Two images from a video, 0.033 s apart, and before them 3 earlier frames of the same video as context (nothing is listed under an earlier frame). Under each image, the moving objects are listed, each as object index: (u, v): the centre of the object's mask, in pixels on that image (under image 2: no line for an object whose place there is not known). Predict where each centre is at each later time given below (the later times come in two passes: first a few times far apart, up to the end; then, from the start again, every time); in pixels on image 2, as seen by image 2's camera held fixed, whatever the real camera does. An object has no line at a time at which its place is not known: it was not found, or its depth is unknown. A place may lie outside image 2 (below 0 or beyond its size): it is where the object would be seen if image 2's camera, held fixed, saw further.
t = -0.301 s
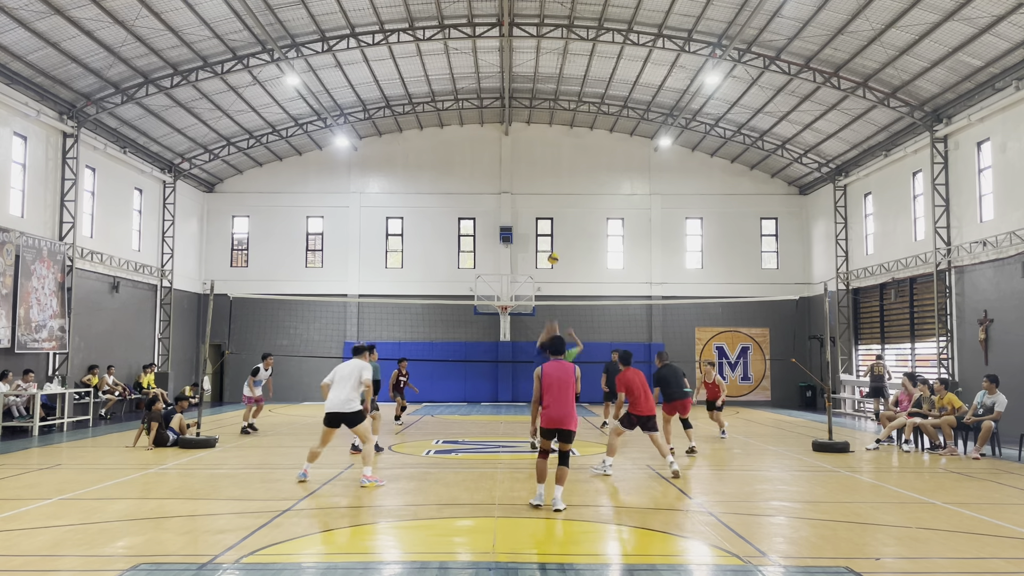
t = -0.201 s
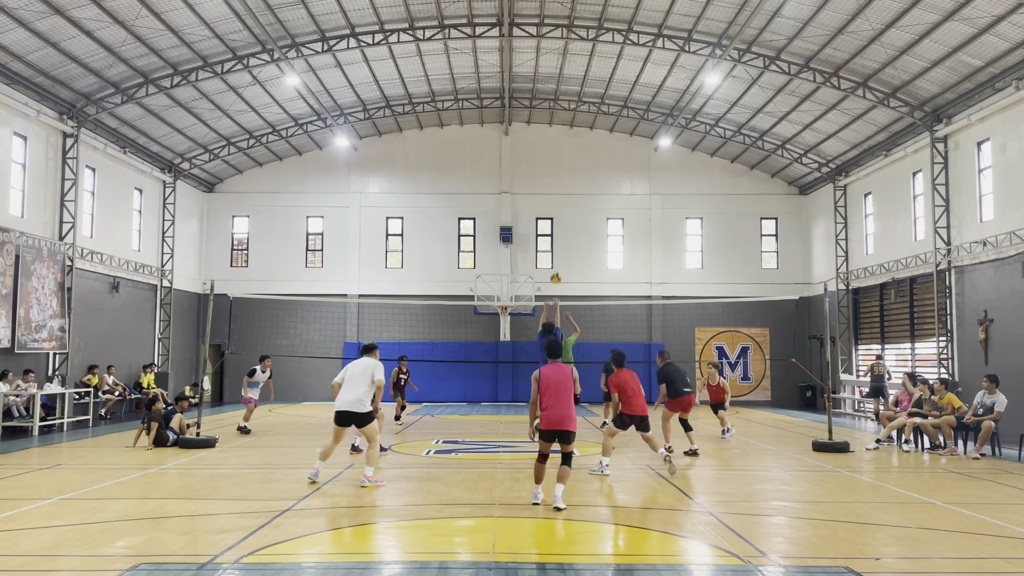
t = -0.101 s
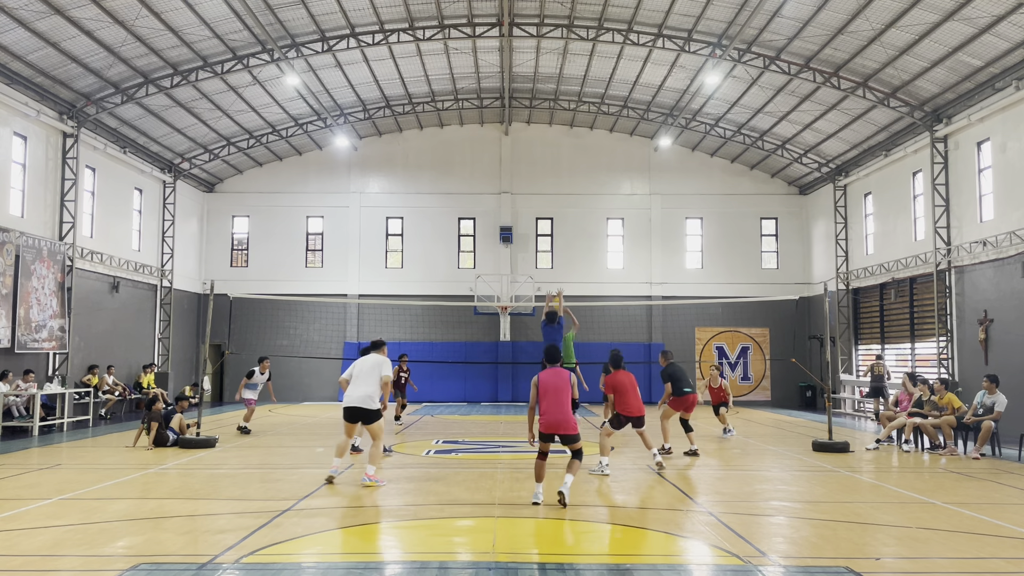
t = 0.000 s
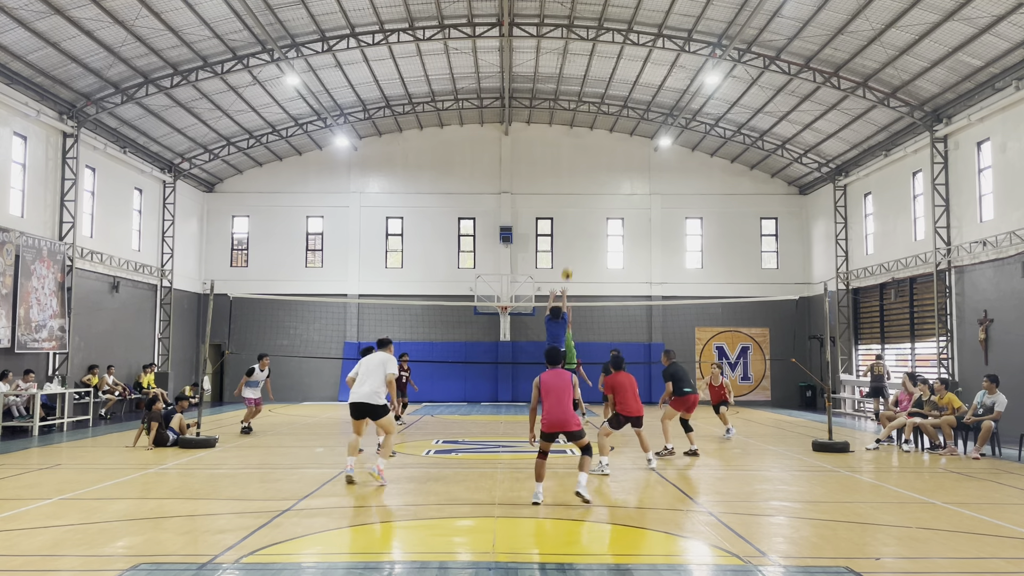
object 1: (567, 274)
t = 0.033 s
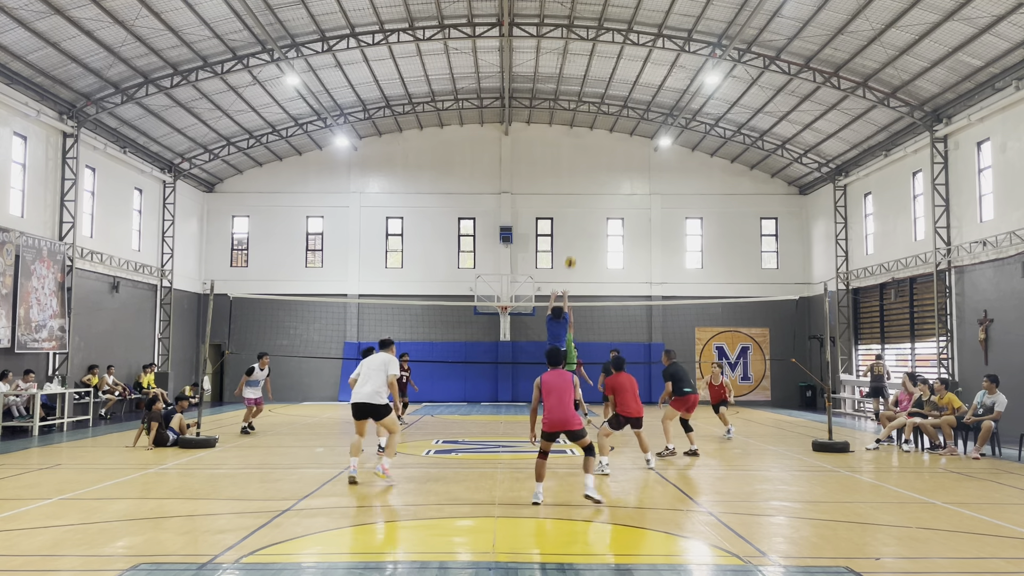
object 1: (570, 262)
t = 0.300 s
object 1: (596, 192)
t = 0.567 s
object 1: (620, 164)
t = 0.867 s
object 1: (647, 180)
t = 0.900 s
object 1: (650, 185)
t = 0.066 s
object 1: (574, 251)
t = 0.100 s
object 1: (577, 240)
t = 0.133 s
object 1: (580, 231)
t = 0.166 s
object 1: (583, 222)
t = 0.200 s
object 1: (587, 213)
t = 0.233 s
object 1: (590, 205)
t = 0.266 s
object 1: (593, 199)
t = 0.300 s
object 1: (596, 192)
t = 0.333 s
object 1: (600, 186)
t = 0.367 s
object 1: (603, 181)
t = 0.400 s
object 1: (606, 177)
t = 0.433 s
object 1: (609, 173)
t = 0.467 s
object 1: (612, 170)
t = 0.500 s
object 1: (615, 168)
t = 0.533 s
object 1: (618, 165)
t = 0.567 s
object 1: (620, 164)
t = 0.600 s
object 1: (624, 164)
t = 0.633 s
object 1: (627, 164)
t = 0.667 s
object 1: (630, 165)
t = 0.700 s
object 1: (633, 166)
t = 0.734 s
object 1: (636, 167)
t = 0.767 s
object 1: (639, 170)
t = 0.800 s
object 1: (642, 173)
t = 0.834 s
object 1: (645, 176)
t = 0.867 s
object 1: (647, 180)
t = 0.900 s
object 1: (650, 185)
